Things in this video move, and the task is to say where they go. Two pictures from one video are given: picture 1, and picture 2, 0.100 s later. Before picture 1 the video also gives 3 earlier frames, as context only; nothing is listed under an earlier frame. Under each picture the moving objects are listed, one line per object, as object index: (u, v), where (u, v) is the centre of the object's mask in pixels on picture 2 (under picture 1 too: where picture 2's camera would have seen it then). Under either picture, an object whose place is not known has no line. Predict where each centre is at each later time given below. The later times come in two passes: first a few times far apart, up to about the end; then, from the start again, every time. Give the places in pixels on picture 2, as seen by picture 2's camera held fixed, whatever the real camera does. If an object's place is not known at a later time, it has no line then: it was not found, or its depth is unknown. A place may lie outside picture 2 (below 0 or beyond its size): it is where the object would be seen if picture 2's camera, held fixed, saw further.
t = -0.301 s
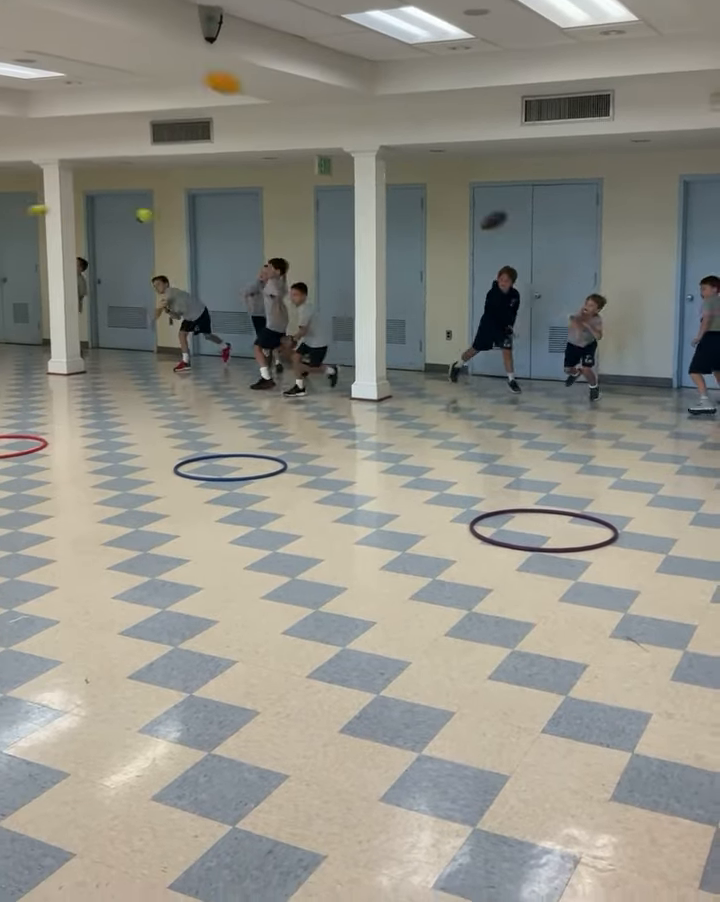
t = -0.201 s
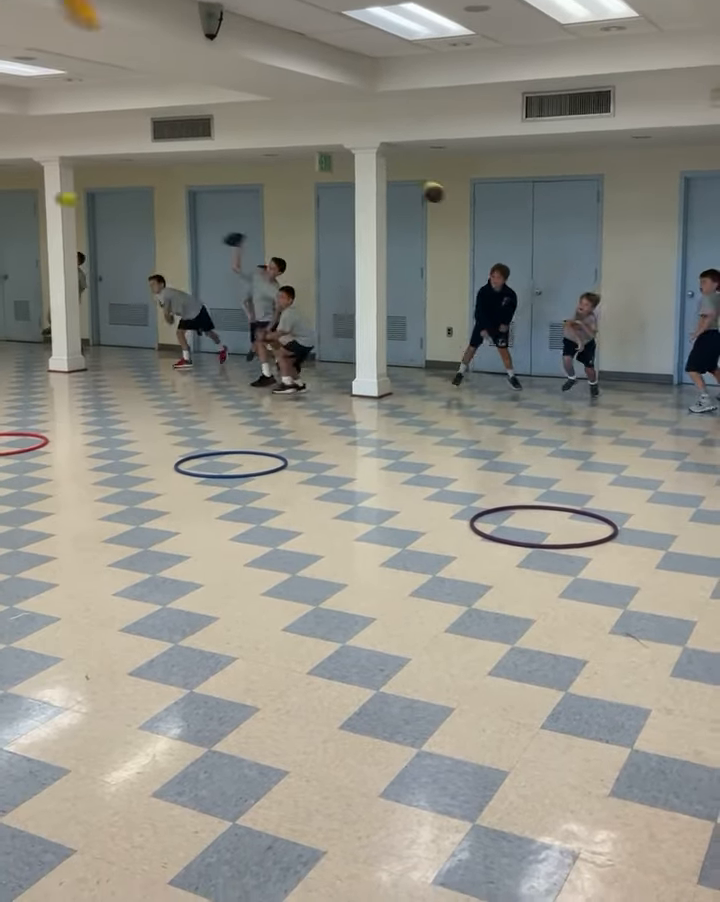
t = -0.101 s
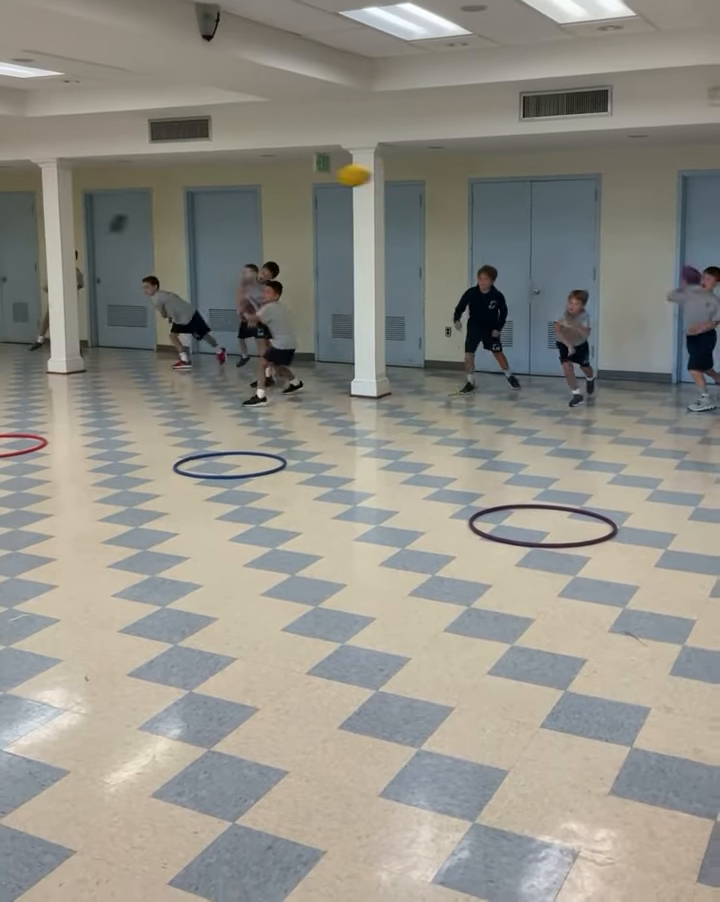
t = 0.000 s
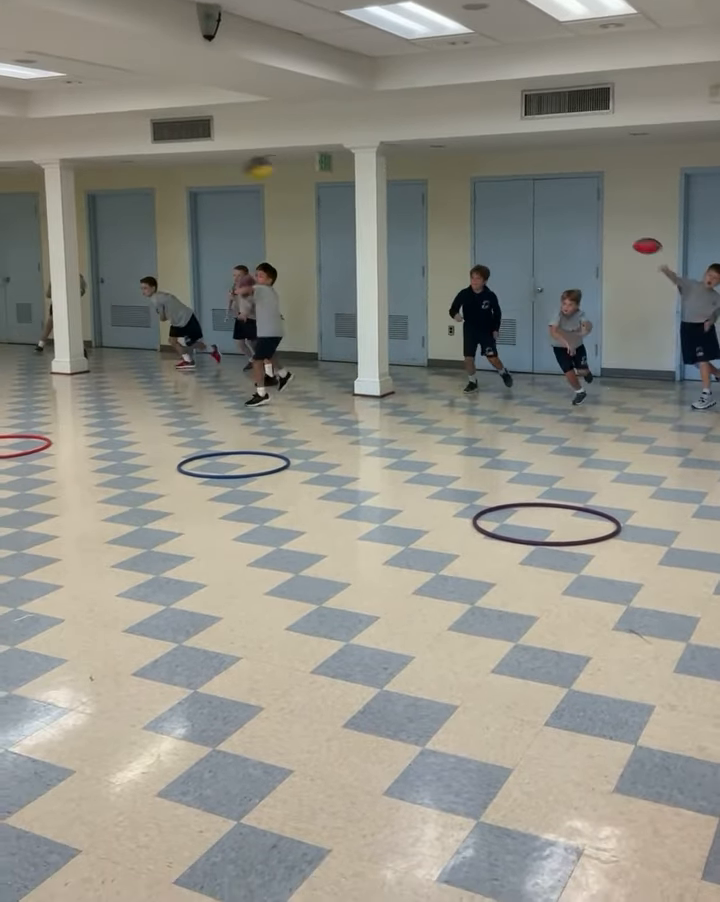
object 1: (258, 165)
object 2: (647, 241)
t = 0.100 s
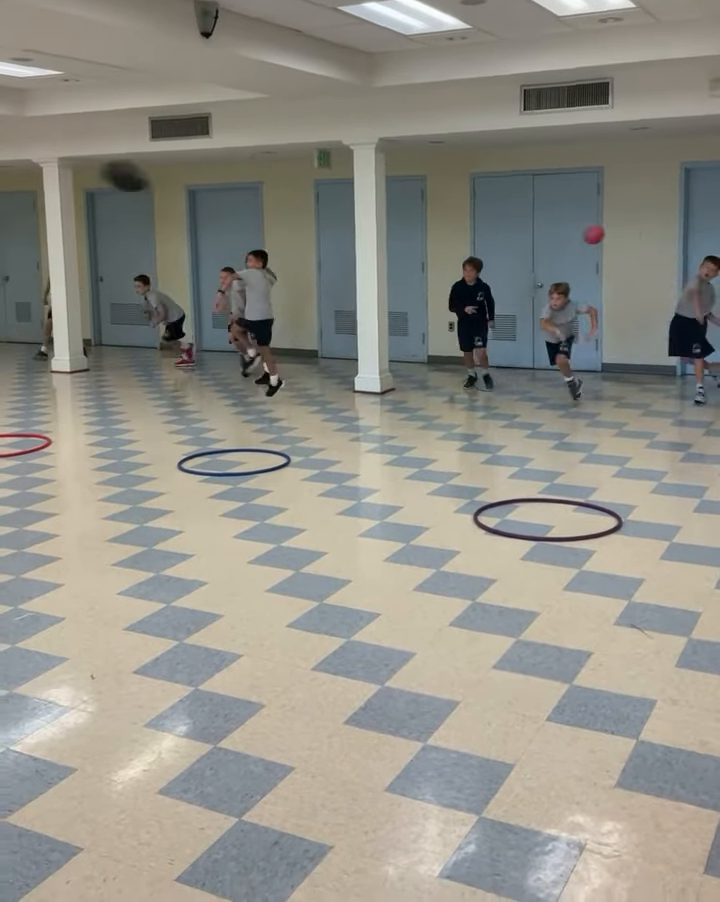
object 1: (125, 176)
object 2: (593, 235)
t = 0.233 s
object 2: (500, 246)
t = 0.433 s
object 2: (296, 326)
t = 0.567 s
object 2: (91, 449)
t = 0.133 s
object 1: (71, 183)
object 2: (573, 235)
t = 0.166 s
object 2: (551, 238)
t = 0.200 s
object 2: (527, 241)
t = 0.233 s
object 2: (500, 246)
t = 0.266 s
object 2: (472, 256)
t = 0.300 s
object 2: (443, 266)
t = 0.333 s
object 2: (409, 276)
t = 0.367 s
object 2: (375, 290)
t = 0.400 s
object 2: (340, 309)
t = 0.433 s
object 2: (296, 326)
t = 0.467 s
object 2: (252, 350)
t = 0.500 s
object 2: (204, 378)
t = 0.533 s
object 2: (149, 410)
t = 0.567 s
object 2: (91, 449)
